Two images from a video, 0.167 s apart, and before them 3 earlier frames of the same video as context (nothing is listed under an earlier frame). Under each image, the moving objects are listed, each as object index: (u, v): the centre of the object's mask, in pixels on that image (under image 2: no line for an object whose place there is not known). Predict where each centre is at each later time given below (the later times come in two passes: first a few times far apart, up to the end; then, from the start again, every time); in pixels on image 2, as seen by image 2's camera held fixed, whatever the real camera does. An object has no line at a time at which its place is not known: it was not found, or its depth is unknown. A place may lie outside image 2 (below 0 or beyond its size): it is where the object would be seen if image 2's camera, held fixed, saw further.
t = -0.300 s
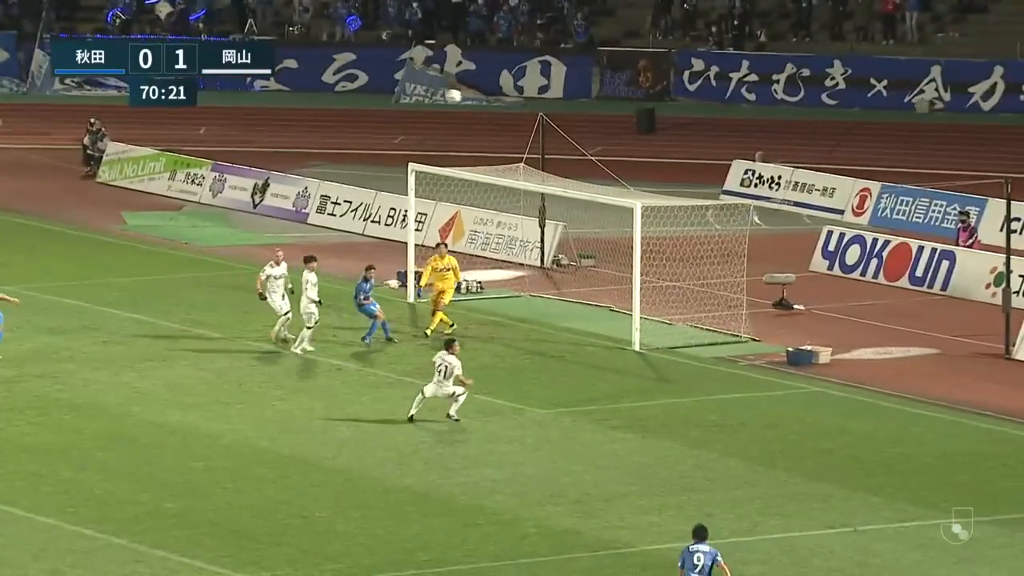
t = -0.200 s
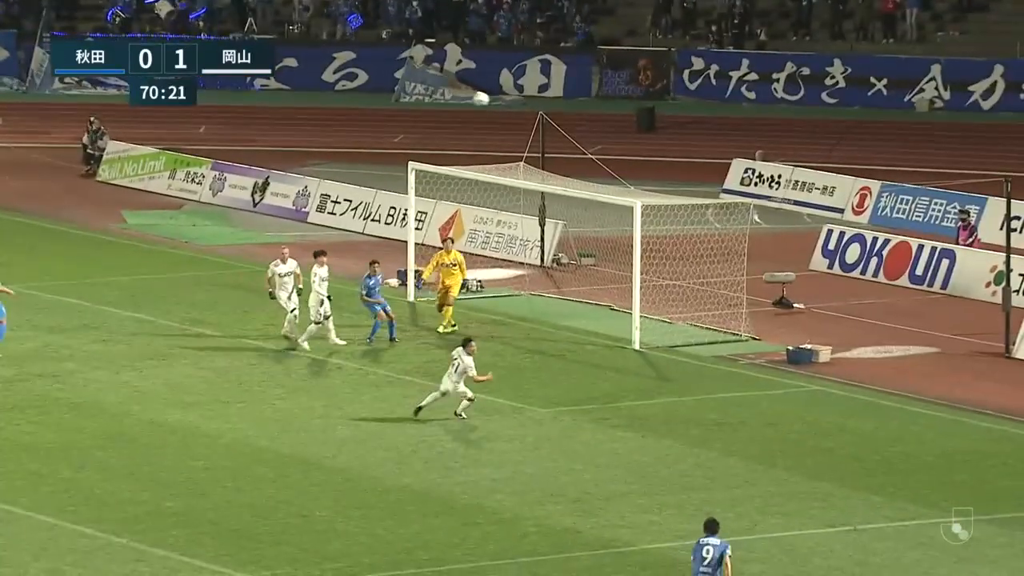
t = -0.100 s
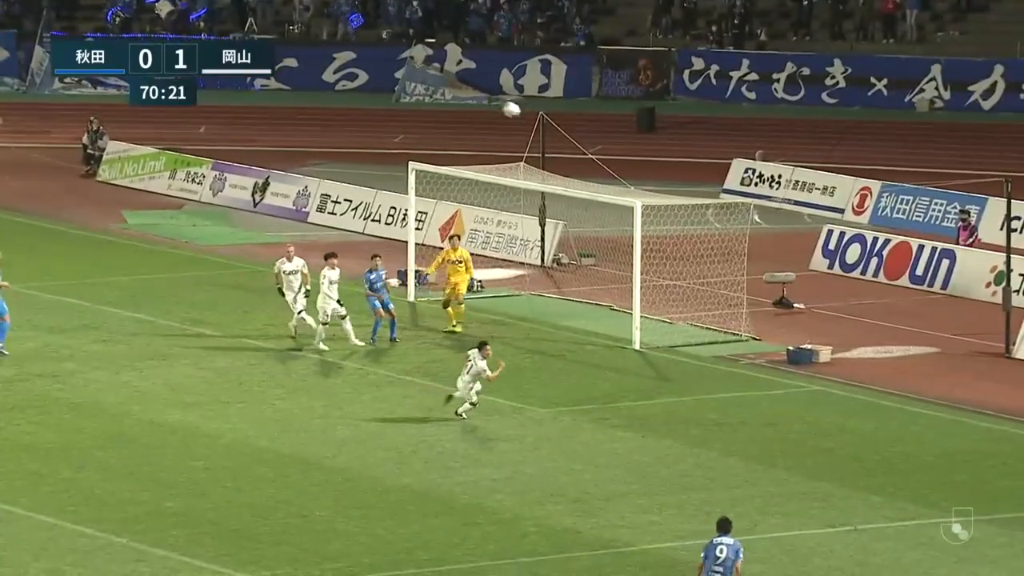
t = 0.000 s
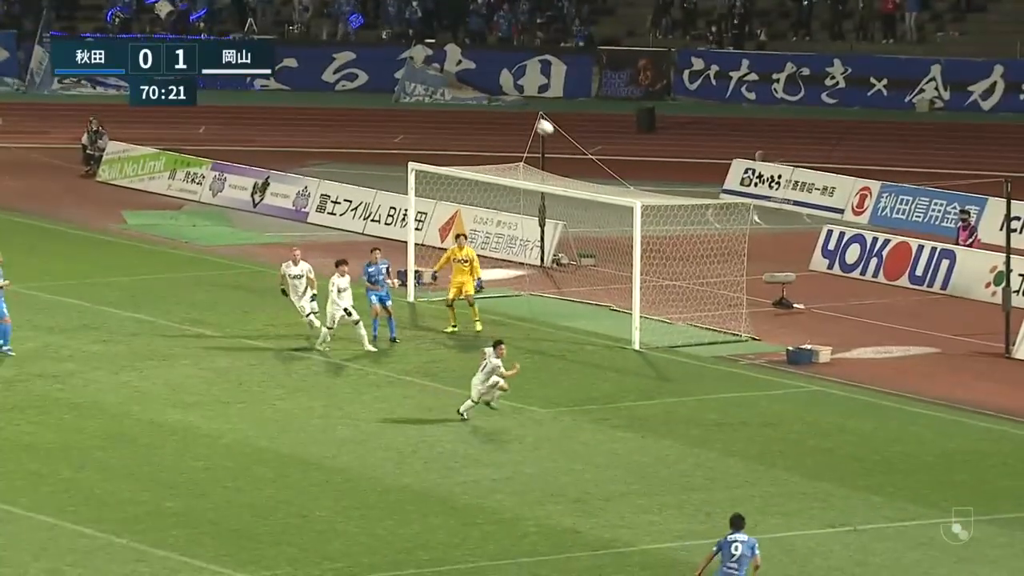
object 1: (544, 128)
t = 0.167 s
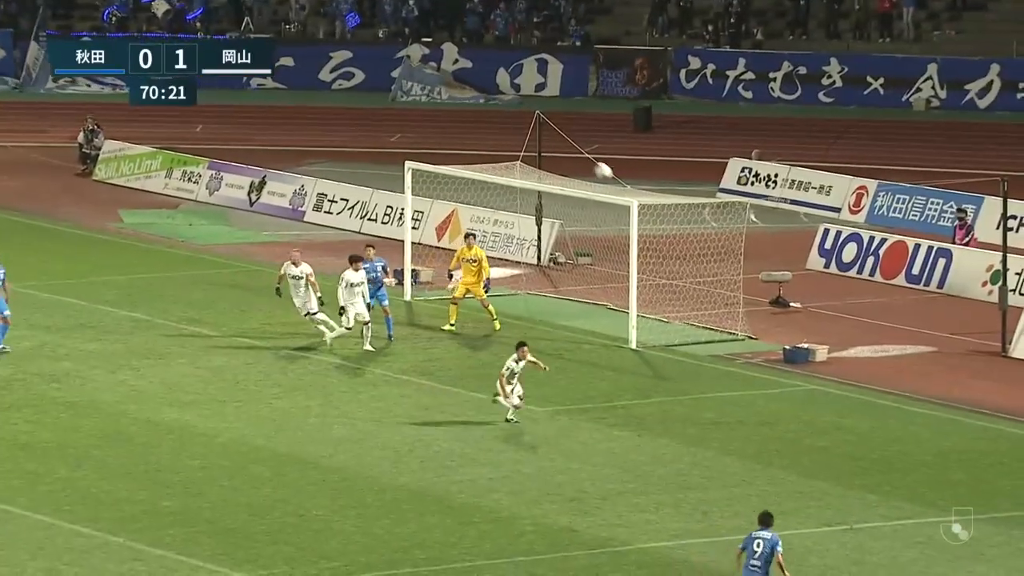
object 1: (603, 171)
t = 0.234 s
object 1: (631, 191)
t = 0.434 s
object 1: (717, 283)
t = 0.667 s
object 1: (833, 426)
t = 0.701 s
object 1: (851, 450)
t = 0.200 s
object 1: (617, 181)
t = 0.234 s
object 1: (631, 191)
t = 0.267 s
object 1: (645, 207)
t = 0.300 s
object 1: (659, 220)
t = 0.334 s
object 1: (673, 236)
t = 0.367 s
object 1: (687, 252)
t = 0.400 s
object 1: (702, 267)
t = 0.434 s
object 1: (717, 283)
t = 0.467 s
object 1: (734, 302)
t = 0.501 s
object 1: (750, 321)
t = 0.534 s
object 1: (766, 338)
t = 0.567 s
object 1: (782, 360)
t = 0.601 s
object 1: (799, 381)
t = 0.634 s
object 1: (816, 402)
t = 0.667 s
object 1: (833, 426)
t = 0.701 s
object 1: (851, 450)
